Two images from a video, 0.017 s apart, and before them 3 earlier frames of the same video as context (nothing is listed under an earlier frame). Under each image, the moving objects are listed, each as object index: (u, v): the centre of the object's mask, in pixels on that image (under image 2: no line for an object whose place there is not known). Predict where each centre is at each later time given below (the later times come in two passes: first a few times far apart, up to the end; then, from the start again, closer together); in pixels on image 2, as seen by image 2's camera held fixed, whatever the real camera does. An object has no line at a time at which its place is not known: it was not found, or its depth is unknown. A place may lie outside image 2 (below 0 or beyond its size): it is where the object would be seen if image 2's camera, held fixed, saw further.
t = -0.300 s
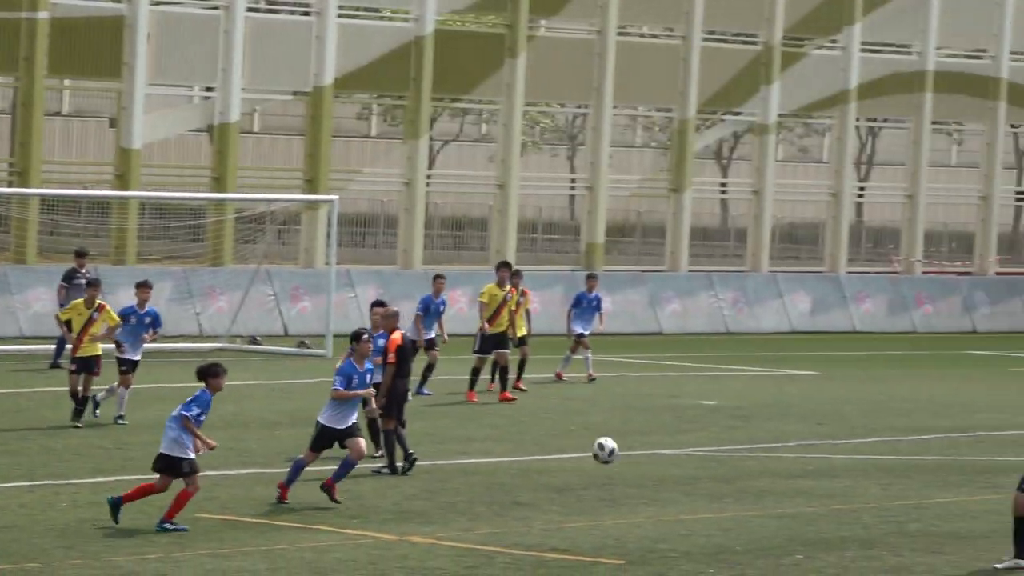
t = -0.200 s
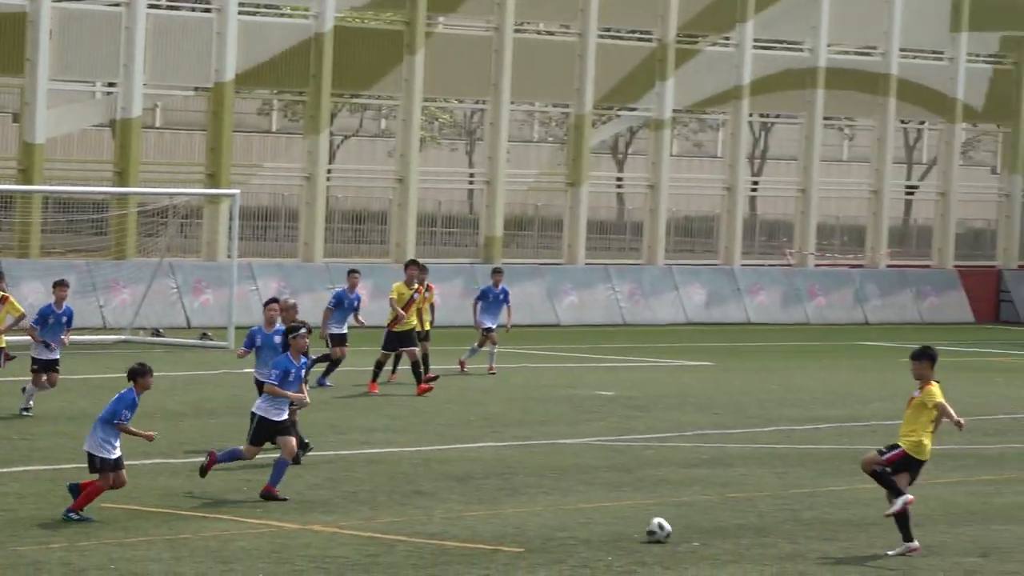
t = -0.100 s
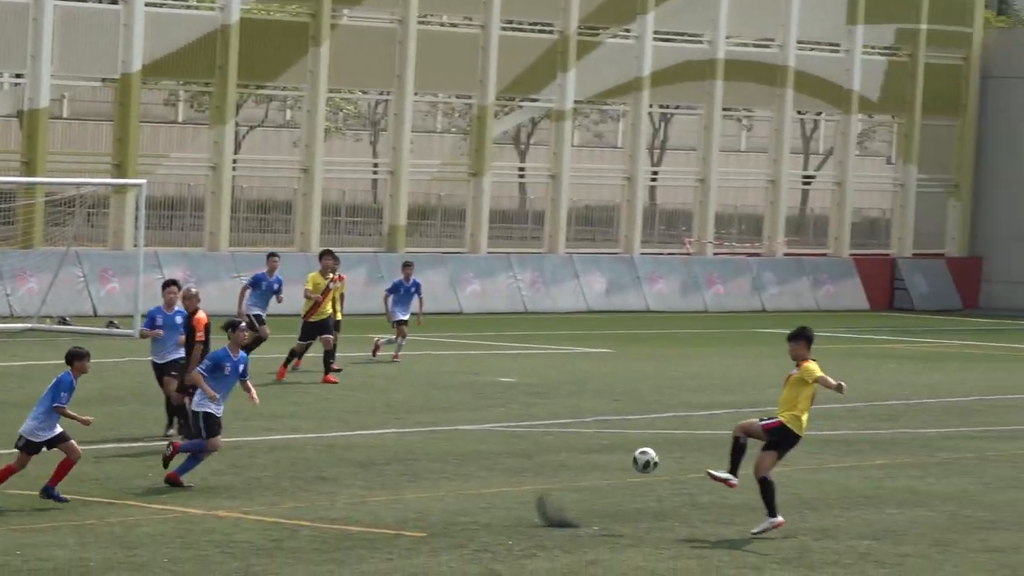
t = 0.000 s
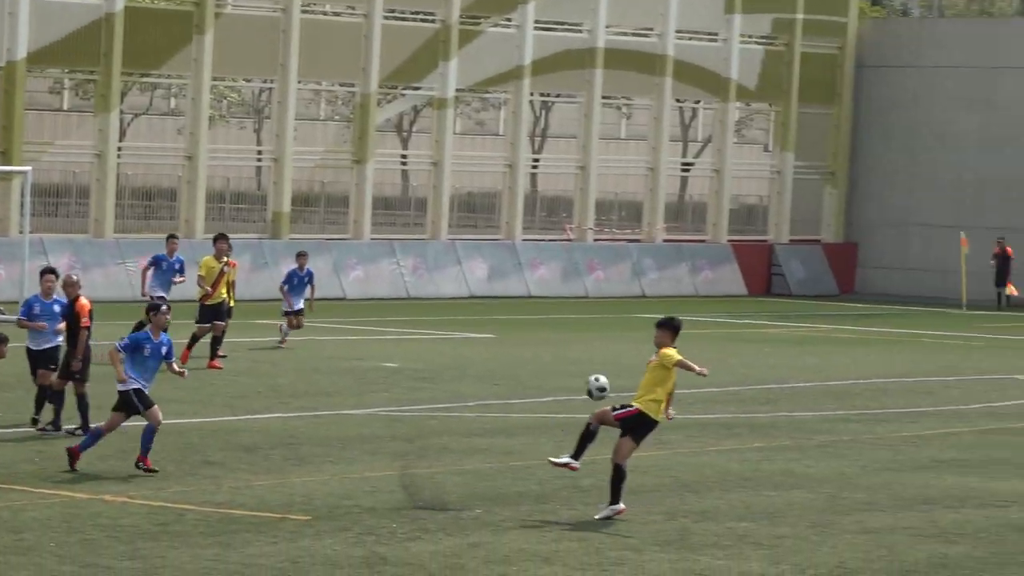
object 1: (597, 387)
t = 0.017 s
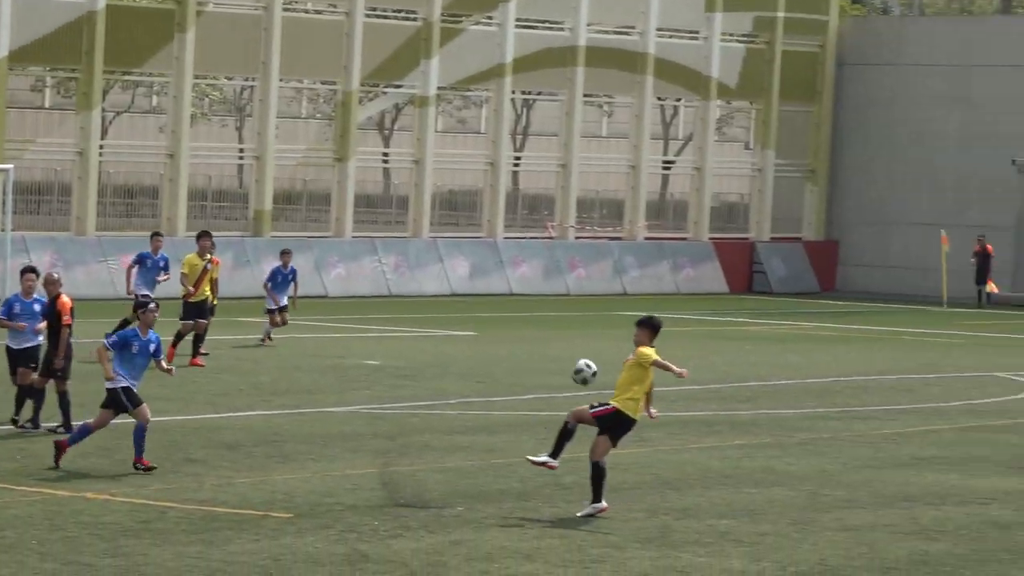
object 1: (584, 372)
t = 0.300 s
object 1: (667, 199)
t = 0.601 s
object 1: (768, 119)
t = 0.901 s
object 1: (875, 152)
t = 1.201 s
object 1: (988, 312)
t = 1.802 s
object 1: (1374, 479)
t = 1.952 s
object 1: (1526, 451)
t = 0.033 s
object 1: (589, 359)
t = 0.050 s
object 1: (594, 352)
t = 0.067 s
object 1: (598, 340)
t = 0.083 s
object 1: (601, 328)
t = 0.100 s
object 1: (606, 316)
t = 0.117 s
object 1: (607, 305)
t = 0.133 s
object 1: (611, 294)
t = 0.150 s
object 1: (616, 283)
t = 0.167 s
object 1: (624, 270)
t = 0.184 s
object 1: (629, 260)
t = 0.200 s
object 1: (635, 250)
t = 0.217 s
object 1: (640, 241)
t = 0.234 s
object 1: (645, 232)
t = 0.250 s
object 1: (650, 223)
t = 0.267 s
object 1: (656, 214)
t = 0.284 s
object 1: (661, 207)
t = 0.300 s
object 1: (667, 199)
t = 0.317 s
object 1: (672, 192)
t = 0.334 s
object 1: (677, 185)
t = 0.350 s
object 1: (683, 179)
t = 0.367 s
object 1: (688, 173)
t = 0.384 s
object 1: (694, 167)
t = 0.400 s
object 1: (700, 161)
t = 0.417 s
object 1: (705, 156)
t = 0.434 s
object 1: (711, 151)
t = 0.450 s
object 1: (716, 146)
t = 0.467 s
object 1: (722, 142)
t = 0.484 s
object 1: (728, 138)
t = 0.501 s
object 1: (733, 134)
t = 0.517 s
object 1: (739, 131)
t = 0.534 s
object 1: (745, 128)
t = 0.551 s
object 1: (750, 125)
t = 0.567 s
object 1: (756, 123)
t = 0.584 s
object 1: (762, 121)
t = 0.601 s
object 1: (768, 119)
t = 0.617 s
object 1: (774, 118)
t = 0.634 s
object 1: (780, 117)
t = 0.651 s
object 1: (785, 117)
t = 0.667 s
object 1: (791, 116)
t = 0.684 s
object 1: (797, 116)
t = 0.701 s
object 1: (803, 117)
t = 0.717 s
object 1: (809, 118)
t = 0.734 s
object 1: (815, 119)
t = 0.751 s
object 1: (821, 121)
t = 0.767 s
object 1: (827, 122)
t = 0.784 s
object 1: (833, 125)
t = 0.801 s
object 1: (839, 127)
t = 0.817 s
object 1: (845, 131)
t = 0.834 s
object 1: (851, 134)
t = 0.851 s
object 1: (857, 138)
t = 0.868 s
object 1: (863, 142)
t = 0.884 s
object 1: (869, 147)
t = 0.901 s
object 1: (875, 152)
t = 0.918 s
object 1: (881, 157)
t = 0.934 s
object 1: (887, 163)
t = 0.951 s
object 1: (893, 169)
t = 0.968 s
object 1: (900, 176)
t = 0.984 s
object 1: (906, 182)
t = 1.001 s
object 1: (912, 190)
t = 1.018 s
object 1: (918, 198)
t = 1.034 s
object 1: (924, 206)
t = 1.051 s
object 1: (931, 215)
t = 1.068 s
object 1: (937, 223)
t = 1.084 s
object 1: (943, 233)
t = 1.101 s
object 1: (950, 243)
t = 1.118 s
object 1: (956, 253)
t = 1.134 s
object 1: (963, 264)
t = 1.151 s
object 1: (969, 276)
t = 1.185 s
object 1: (981, 300)
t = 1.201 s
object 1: (988, 312)
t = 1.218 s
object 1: (994, 326)
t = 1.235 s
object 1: (1000, 340)
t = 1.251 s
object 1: (1006, 355)
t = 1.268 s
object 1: (1013, 369)
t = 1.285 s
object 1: (1019, 384)
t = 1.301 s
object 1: (1024, 400)
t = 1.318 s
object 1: (1031, 417)
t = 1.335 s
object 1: (1038, 433)
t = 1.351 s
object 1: (1043, 451)
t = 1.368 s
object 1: (1050, 469)
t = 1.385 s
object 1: (1056, 487)
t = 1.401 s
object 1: (1062, 505)
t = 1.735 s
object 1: (1310, 502)
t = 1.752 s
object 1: (1326, 495)
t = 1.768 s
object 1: (1342, 490)
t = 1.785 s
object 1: (1358, 484)
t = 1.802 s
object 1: (1374, 479)
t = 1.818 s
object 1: (1391, 474)
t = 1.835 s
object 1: (1407, 469)
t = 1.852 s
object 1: (1424, 465)
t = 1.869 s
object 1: (1440, 462)
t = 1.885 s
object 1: (1457, 459)
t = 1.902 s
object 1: (1475, 456)
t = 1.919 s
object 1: (1491, 454)
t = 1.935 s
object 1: (1508, 452)
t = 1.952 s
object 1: (1526, 451)
